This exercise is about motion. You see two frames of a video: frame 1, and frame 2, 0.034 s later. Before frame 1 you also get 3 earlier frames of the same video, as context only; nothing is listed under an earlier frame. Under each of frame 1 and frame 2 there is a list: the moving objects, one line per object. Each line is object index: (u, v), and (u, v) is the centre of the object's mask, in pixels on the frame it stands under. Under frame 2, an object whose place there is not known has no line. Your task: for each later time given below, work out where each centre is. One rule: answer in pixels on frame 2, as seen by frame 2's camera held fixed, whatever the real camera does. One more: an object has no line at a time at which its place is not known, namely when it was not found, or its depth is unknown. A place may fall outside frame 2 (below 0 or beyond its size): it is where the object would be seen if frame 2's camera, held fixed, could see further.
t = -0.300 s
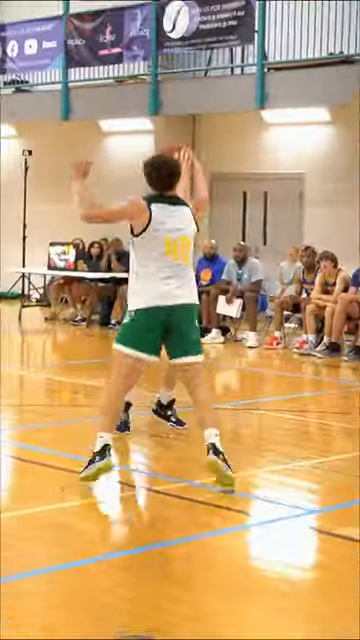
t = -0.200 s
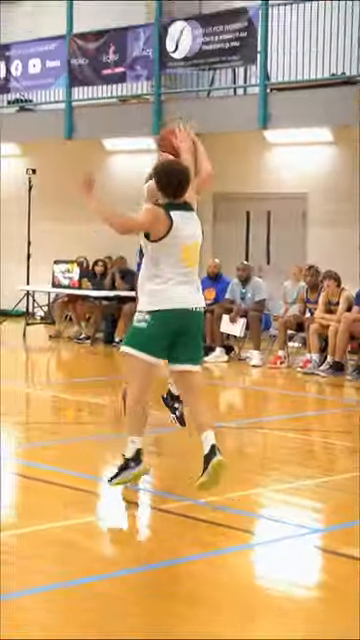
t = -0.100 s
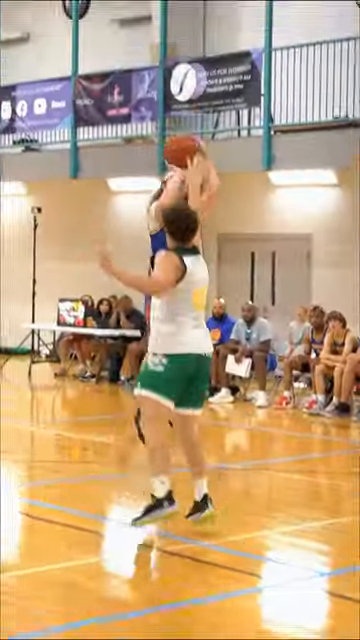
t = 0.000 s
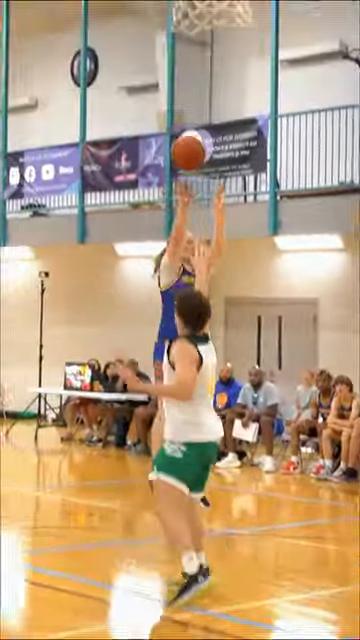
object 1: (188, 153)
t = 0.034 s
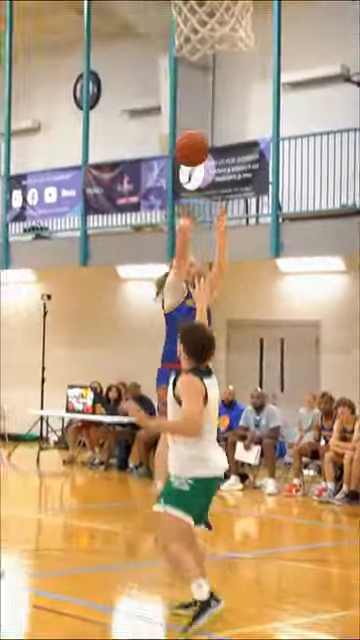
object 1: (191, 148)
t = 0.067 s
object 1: (193, 121)
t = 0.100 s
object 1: (192, 91)
